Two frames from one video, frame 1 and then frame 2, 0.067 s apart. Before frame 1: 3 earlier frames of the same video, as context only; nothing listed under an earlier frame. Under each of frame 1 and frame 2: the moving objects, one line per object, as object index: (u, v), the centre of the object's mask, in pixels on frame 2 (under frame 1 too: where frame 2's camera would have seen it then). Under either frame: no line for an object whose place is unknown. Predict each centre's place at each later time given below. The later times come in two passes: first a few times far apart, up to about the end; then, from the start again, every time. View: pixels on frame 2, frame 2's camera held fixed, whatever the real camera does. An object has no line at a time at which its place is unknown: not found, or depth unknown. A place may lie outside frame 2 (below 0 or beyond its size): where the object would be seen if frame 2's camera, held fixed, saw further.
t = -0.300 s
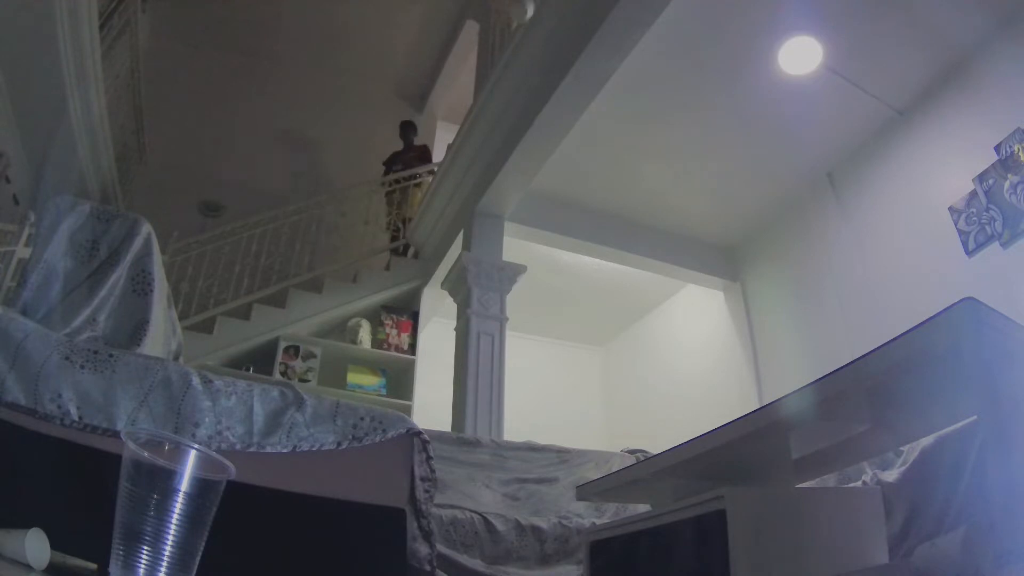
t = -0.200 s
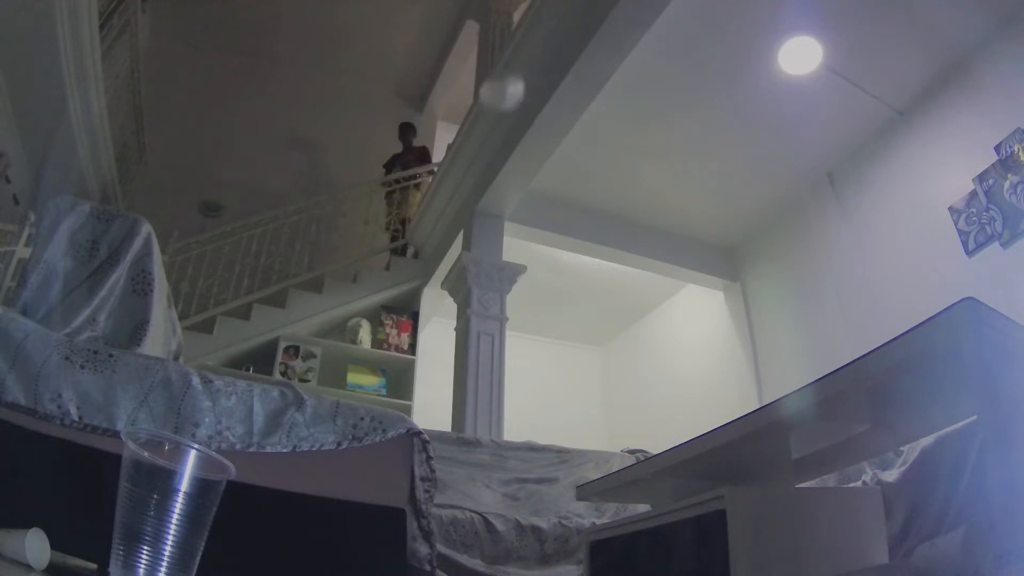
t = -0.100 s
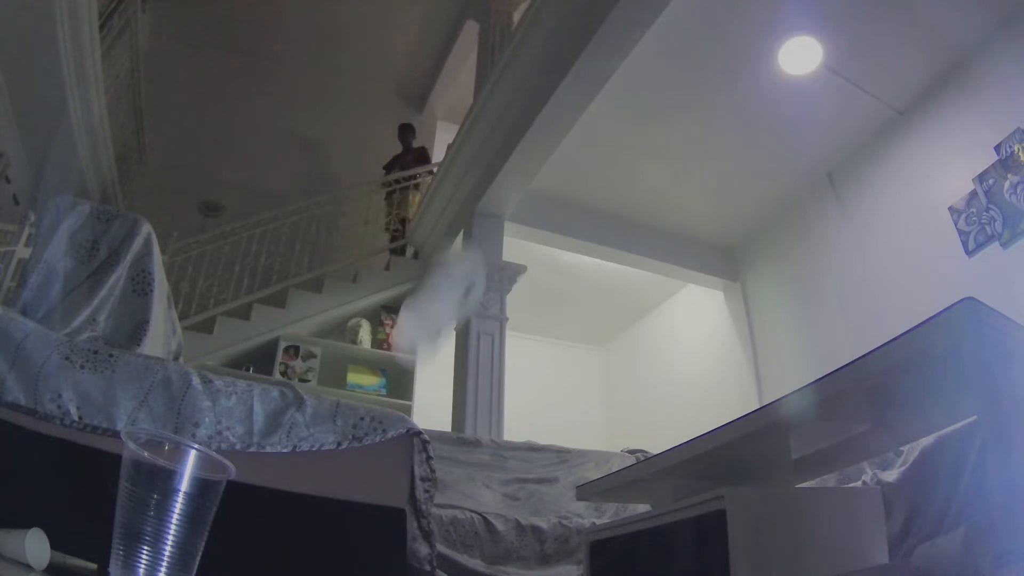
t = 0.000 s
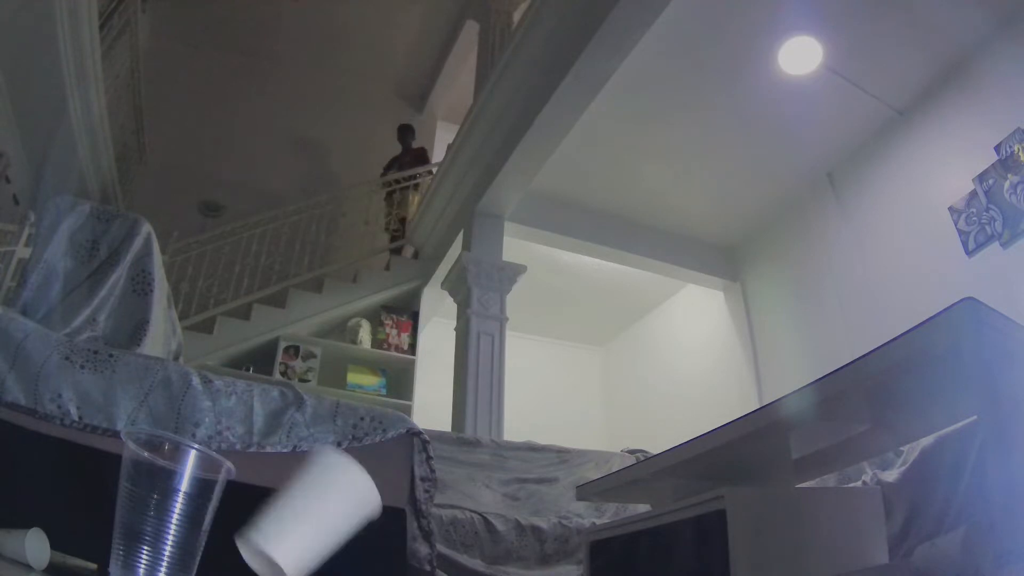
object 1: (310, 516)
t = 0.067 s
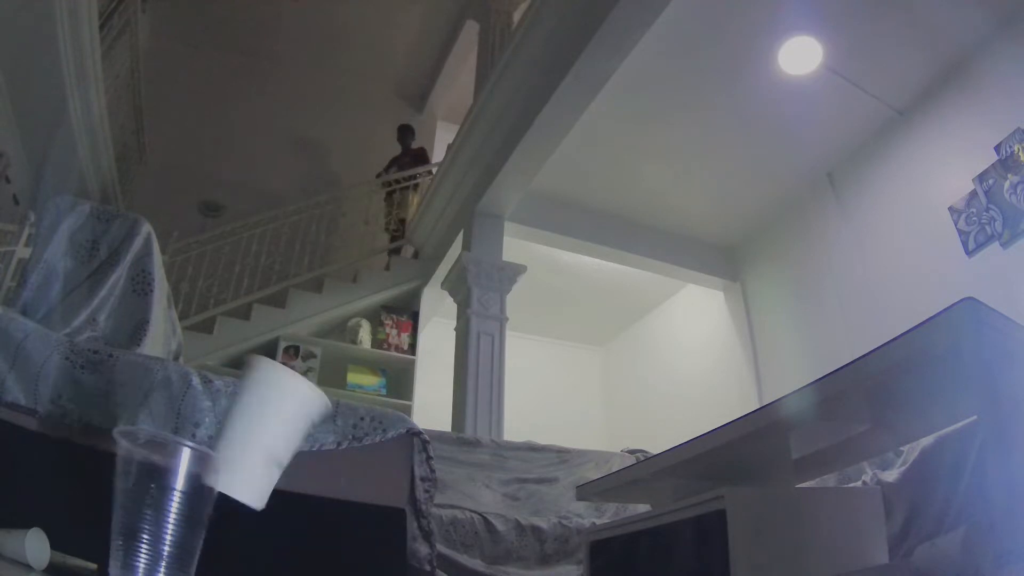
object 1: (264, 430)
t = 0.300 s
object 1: (183, 421)
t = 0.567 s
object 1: (197, 441)
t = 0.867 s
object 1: (165, 504)
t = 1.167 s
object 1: (165, 504)
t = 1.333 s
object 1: (165, 504)
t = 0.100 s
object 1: (247, 418)
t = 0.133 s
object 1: (224, 418)
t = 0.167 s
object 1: (205, 434)
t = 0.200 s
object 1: (196, 428)
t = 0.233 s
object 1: (189, 423)
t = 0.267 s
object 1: (183, 426)
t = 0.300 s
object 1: (183, 421)
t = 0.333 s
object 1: (193, 420)
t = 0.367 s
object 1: (203, 430)
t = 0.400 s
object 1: (212, 432)
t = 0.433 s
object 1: (217, 433)
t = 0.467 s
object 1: (215, 433)
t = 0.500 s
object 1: (210, 437)
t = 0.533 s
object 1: (204, 438)
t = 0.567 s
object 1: (197, 441)
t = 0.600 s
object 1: (188, 455)
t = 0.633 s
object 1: (176, 480)
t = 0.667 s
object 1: (164, 501)
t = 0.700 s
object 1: (166, 502)
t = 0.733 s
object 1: (166, 503)
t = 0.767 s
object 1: (165, 503)
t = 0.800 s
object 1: (166, 504)
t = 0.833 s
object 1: (165, 504)
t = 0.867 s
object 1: (165, 504)
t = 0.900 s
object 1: (165, 504)
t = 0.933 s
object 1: (165, 504)
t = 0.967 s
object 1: (165, 504)
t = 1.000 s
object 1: (165, 504)
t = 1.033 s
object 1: (165, 504)
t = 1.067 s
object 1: (165, 504)
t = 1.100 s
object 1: (165, 504)
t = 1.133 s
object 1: (165, 504)
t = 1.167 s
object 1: (165, 504)
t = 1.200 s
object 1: (165, 504)
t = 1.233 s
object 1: (165, 504)
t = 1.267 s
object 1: (165, 504)
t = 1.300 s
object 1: (165, 504)
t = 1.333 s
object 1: (165, 504)
